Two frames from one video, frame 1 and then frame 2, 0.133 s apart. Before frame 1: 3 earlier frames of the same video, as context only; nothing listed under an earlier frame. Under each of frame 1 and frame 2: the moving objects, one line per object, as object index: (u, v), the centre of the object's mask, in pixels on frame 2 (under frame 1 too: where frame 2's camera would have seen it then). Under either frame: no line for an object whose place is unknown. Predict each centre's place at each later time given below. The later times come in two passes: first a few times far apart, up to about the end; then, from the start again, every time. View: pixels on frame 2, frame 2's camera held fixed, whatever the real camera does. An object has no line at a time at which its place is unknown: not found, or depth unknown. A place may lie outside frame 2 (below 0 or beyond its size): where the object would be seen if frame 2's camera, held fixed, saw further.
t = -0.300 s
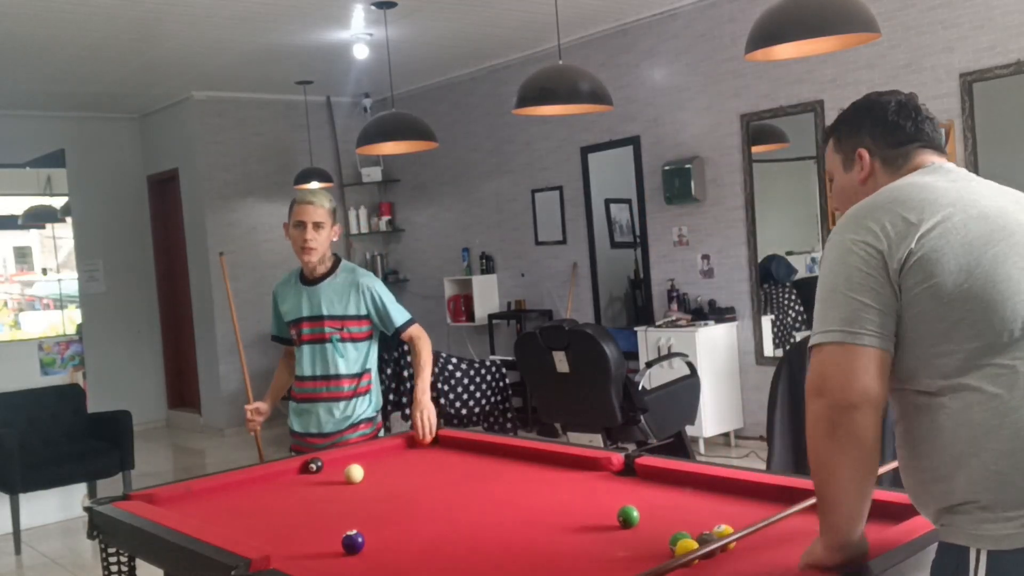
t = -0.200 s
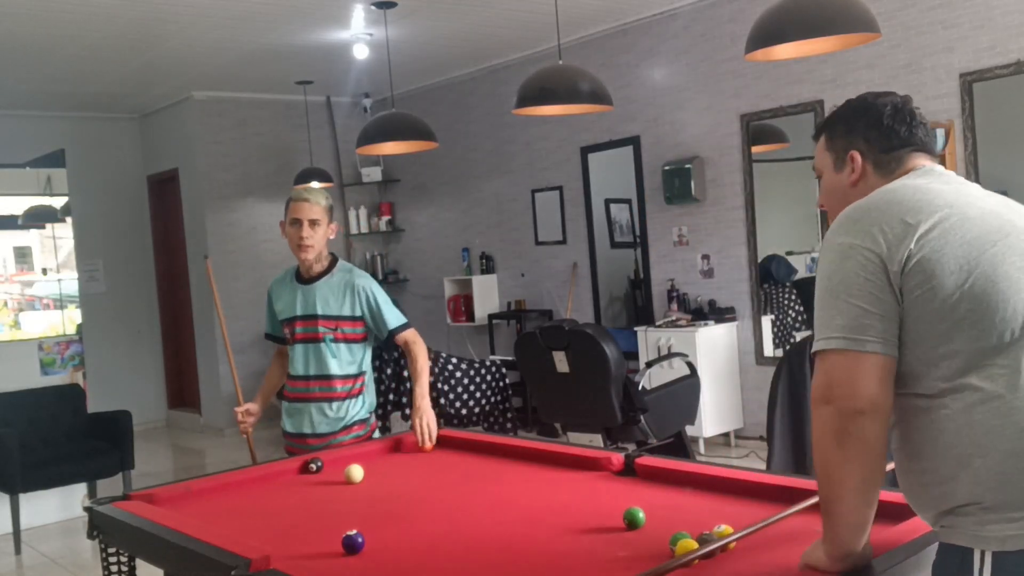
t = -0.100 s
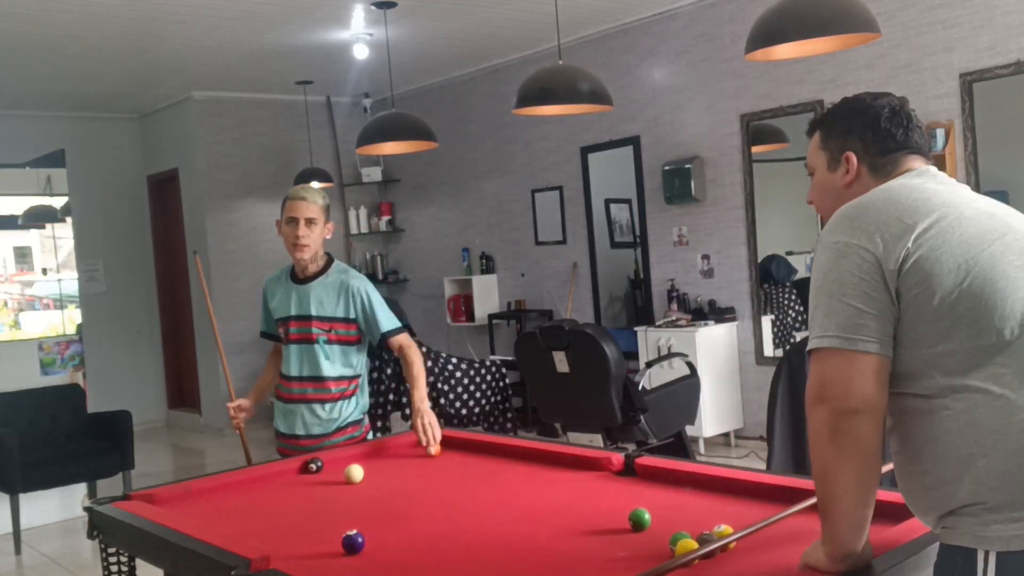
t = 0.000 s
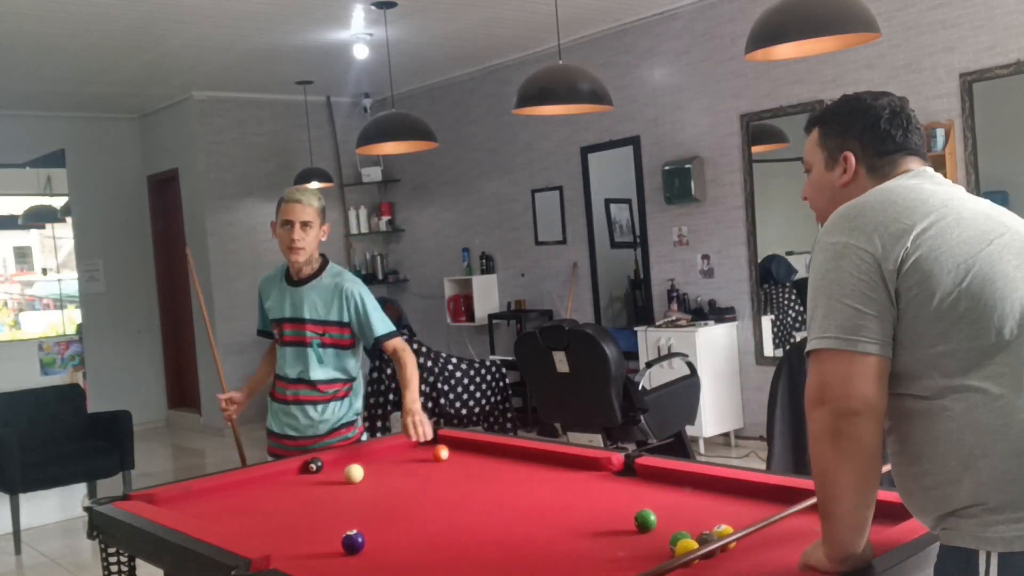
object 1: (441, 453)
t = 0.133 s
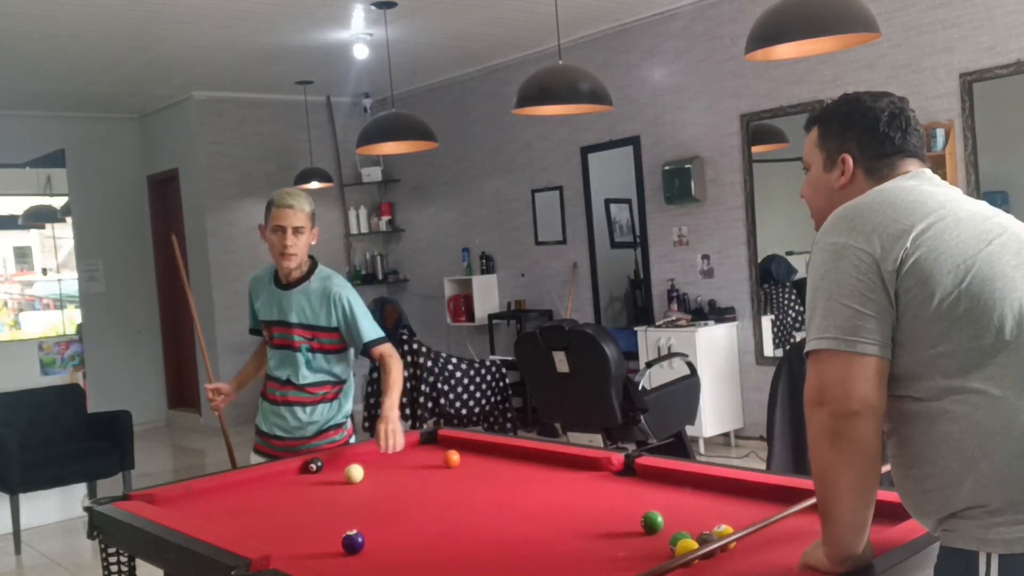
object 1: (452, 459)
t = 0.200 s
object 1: (458, 462)
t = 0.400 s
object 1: (476, 472)
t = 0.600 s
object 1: (495, 483)
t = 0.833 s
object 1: (520, 496)
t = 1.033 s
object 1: (544, 508)
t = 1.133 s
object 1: (556, 515)
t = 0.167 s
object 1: (455, 460)
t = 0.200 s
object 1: (458, 462)
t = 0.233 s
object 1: (461, 464)
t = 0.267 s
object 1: (464, 465)
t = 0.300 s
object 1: (467, 467)
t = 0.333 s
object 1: (470, 468)
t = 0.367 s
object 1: (473, 470)
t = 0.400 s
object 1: (476, 472)
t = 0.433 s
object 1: (479, 473)
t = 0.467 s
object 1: (482, 475)
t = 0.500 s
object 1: (486, 477)
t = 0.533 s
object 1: (489, 479)
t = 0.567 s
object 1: (492, 480)
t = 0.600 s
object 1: (495, 483)
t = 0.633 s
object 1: (499, 484)
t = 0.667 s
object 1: (502, 486)
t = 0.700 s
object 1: (506, 488)
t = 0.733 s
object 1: (509, 490)
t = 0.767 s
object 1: (513, 492)
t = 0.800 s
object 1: (516, 494)
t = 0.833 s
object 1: (520, 496)
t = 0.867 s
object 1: (523, 498)
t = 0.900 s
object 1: (528, 500)
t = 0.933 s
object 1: (532, 502)
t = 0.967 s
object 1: (536, 504)
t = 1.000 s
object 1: (540, 506)
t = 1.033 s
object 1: (544, 508)
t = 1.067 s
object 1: (548, 510)
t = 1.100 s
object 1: (552, 512)
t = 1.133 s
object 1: (556, 515)
